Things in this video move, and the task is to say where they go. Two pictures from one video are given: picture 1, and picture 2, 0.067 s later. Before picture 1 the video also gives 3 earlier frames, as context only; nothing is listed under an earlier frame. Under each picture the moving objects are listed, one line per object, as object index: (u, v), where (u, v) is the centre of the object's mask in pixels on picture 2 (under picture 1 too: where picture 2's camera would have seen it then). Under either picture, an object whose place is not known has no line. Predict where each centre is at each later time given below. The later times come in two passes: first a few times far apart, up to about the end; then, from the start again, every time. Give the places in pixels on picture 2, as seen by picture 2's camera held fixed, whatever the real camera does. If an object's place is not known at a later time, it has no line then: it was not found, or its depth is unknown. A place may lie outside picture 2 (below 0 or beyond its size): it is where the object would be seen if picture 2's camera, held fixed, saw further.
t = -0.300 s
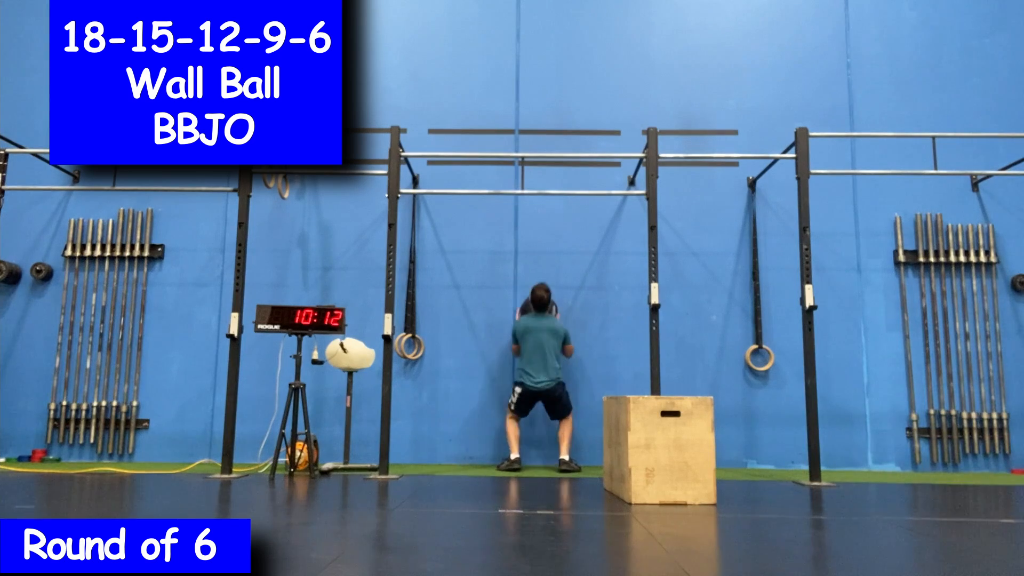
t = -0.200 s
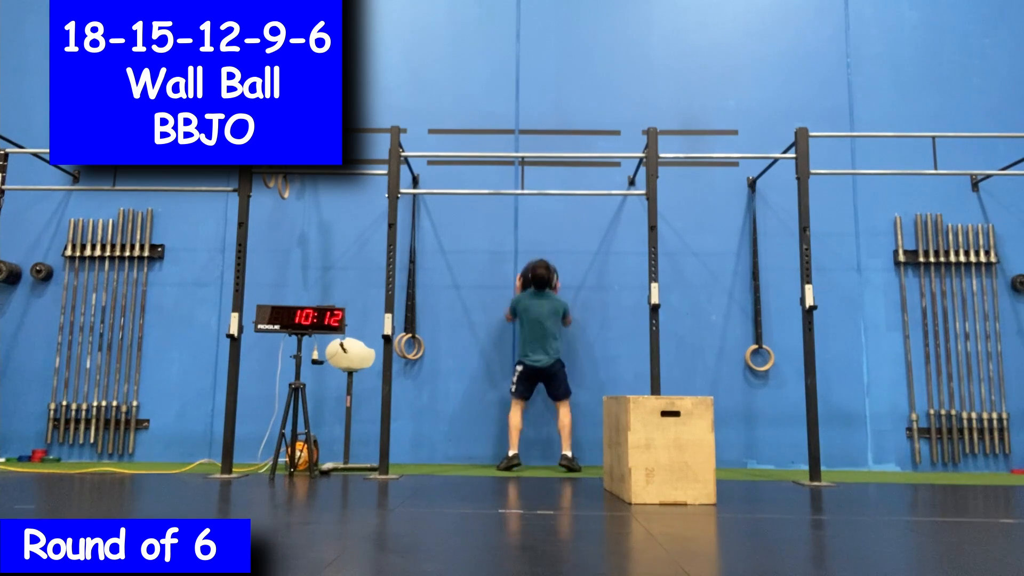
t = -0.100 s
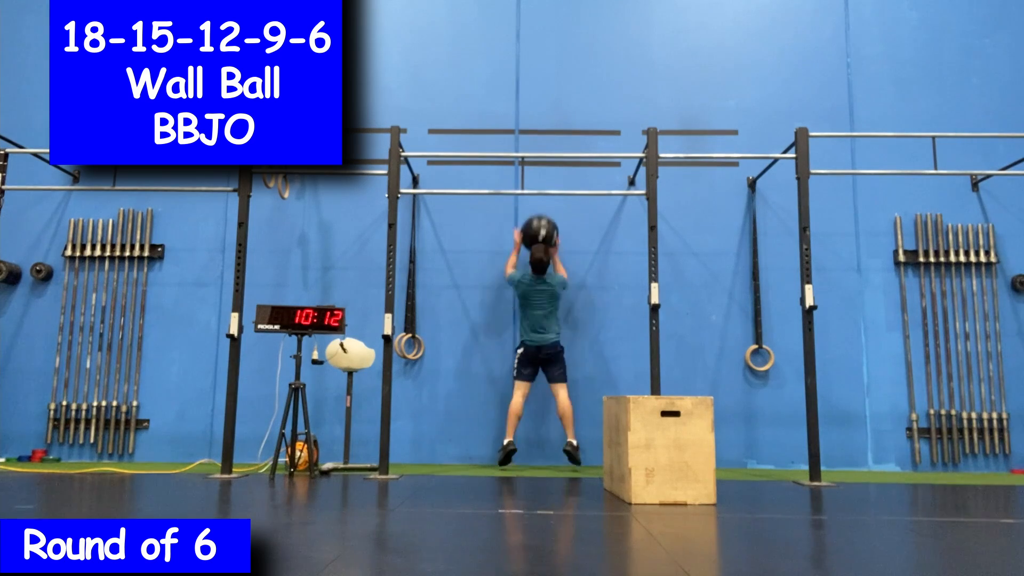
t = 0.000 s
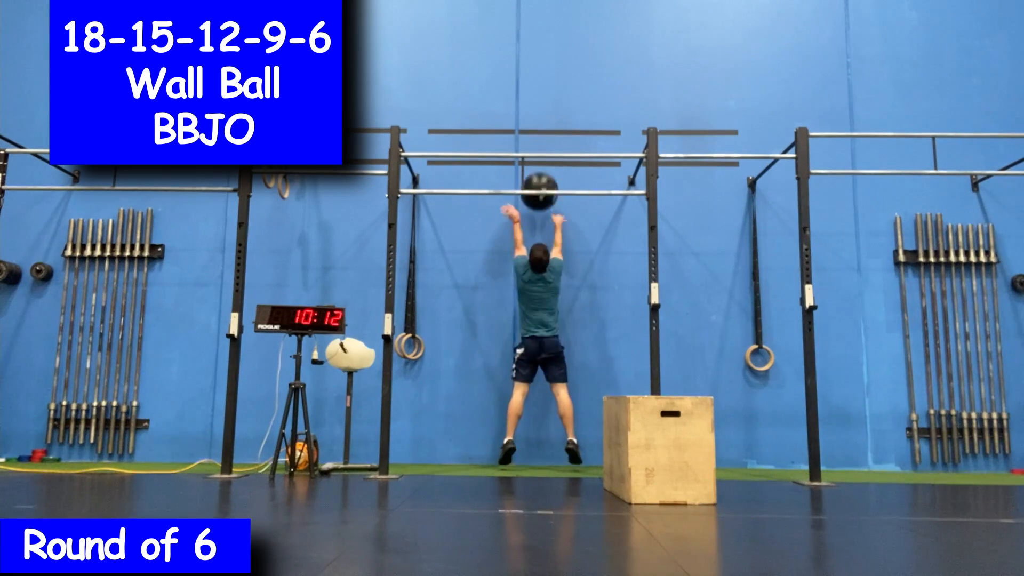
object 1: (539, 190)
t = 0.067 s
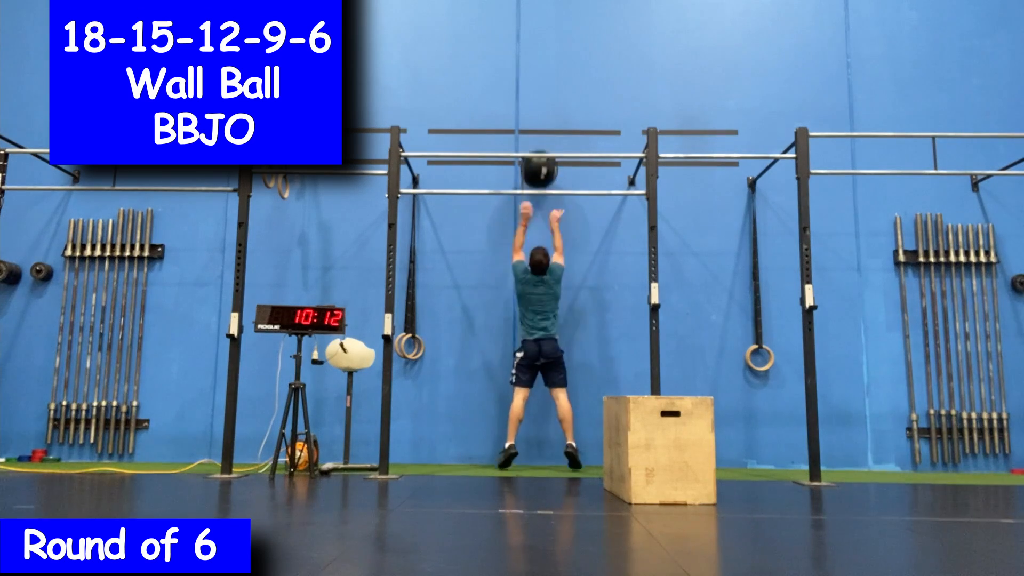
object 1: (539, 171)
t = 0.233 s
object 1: (538, 135)
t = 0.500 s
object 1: (538, 137)
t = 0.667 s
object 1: (537, 175)
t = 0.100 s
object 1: (539, 160)
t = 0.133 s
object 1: (539, 151)
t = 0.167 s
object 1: (538, 144)
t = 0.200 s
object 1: (538, 137)
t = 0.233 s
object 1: (538, 135)
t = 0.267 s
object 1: (538, 132)
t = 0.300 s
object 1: (538, 131)
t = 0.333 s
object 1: (538, 130)
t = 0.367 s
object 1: (538, 130)
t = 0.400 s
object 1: (538, 131)
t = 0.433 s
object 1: (538, 132)
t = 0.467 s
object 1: (538, 134)
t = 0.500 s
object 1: (538, 137)
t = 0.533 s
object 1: (538, 140)
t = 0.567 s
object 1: (538, 150)
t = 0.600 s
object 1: (538, 158)
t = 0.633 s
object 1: (538, 170)
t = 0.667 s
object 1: (537, 175)
